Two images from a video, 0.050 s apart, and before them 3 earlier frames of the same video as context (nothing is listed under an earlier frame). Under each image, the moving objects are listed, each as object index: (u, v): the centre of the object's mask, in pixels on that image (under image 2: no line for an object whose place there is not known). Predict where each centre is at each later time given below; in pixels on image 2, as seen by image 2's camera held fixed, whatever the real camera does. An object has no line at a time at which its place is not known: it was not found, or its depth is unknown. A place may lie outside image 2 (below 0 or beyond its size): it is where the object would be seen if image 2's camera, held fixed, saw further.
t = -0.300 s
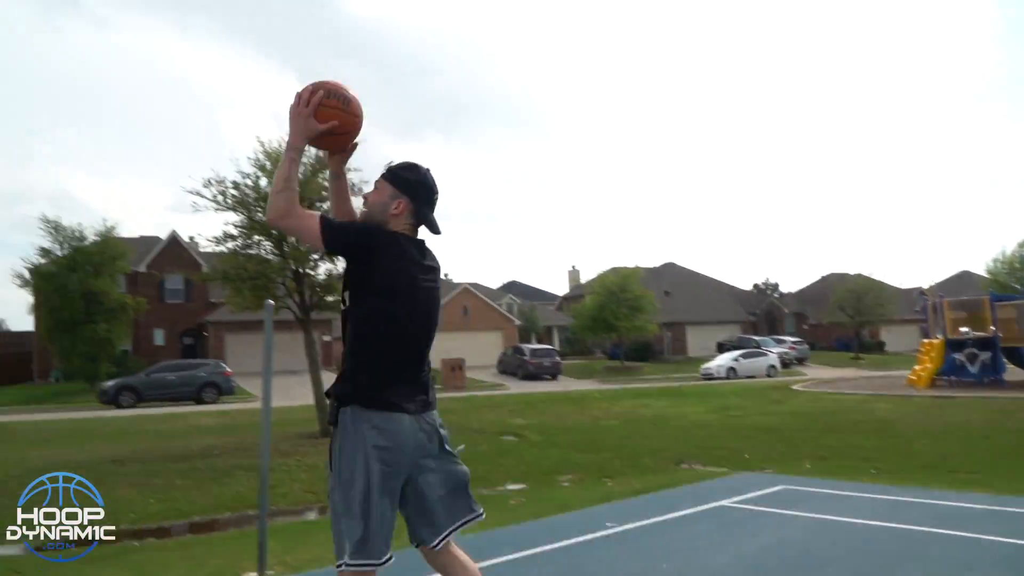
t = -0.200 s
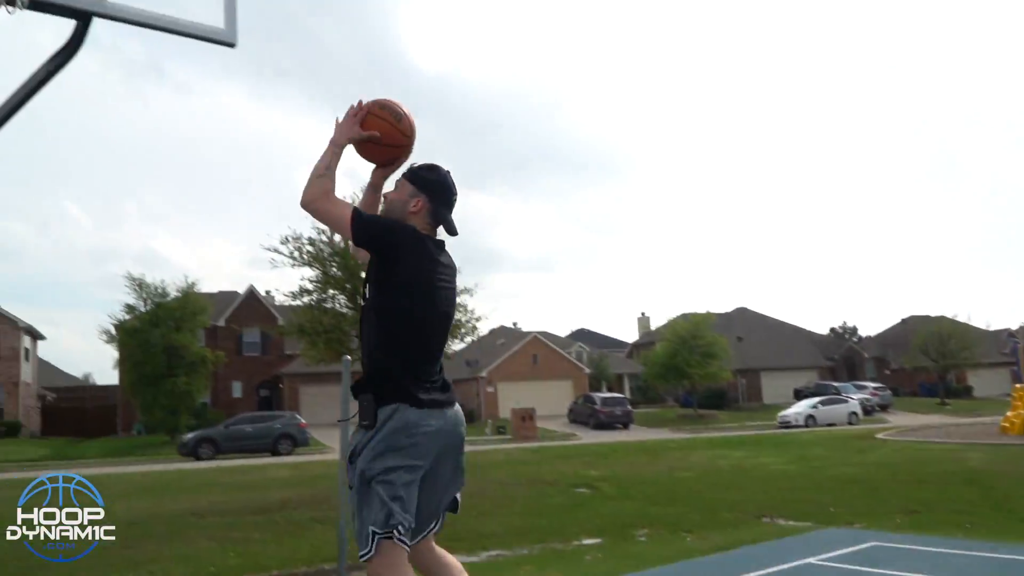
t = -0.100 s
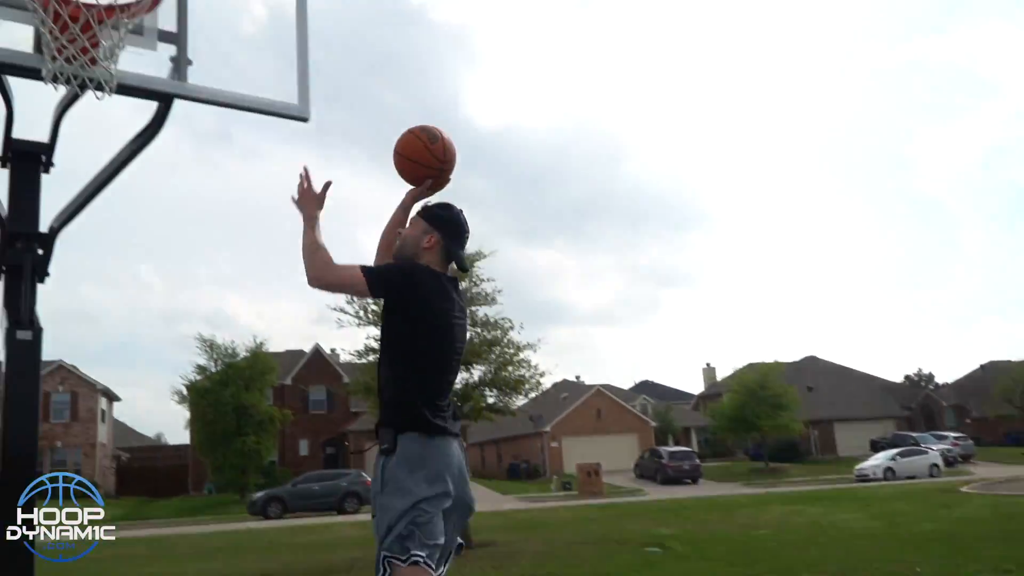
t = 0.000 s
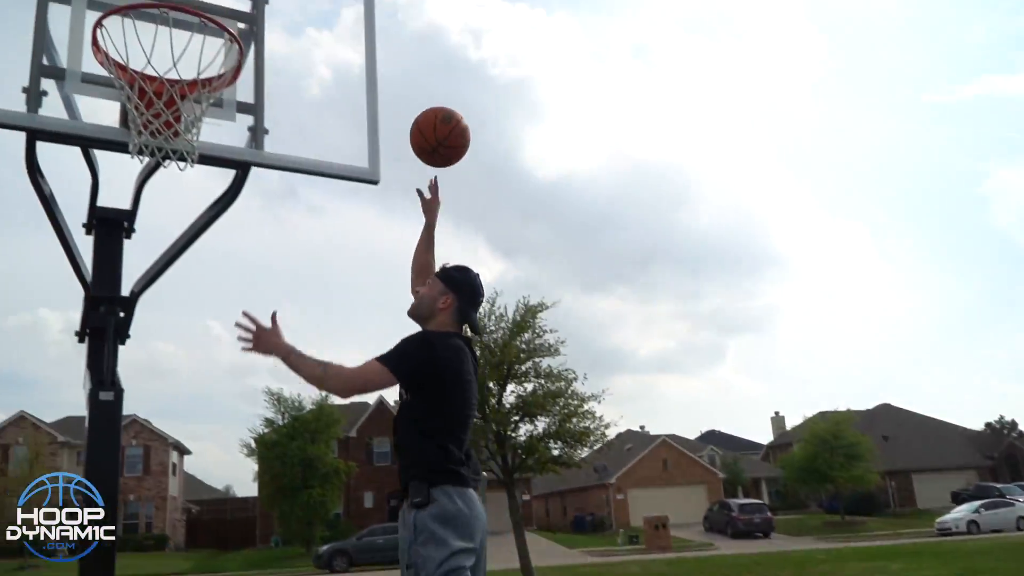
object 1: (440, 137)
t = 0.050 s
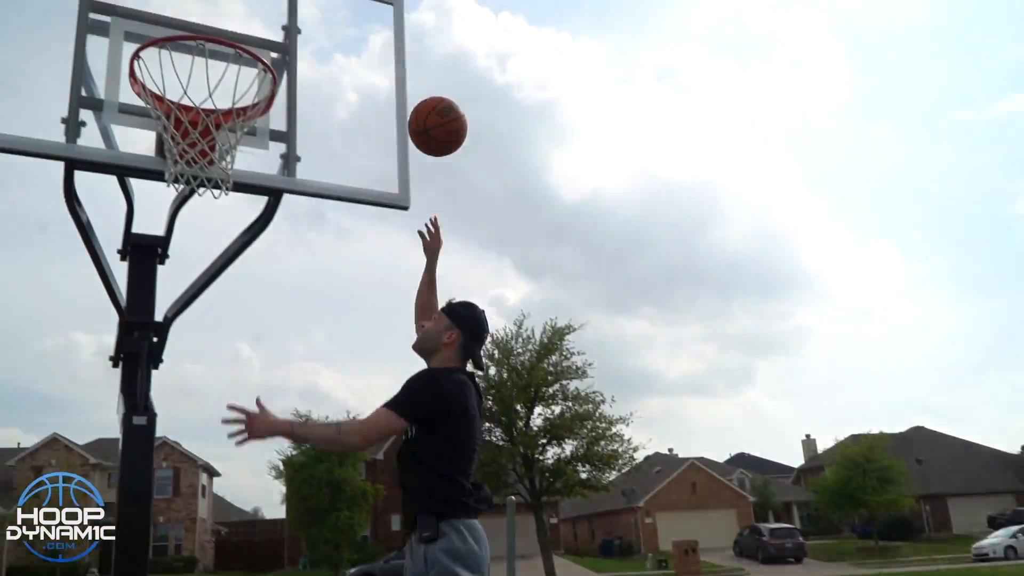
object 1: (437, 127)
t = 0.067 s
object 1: (427, 116)
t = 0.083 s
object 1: (416, 106)
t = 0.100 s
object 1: (406, 96)
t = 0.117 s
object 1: (396, 88)
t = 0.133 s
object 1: (386, 80)
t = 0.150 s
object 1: (376, 73)
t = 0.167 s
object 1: (367, 67)
